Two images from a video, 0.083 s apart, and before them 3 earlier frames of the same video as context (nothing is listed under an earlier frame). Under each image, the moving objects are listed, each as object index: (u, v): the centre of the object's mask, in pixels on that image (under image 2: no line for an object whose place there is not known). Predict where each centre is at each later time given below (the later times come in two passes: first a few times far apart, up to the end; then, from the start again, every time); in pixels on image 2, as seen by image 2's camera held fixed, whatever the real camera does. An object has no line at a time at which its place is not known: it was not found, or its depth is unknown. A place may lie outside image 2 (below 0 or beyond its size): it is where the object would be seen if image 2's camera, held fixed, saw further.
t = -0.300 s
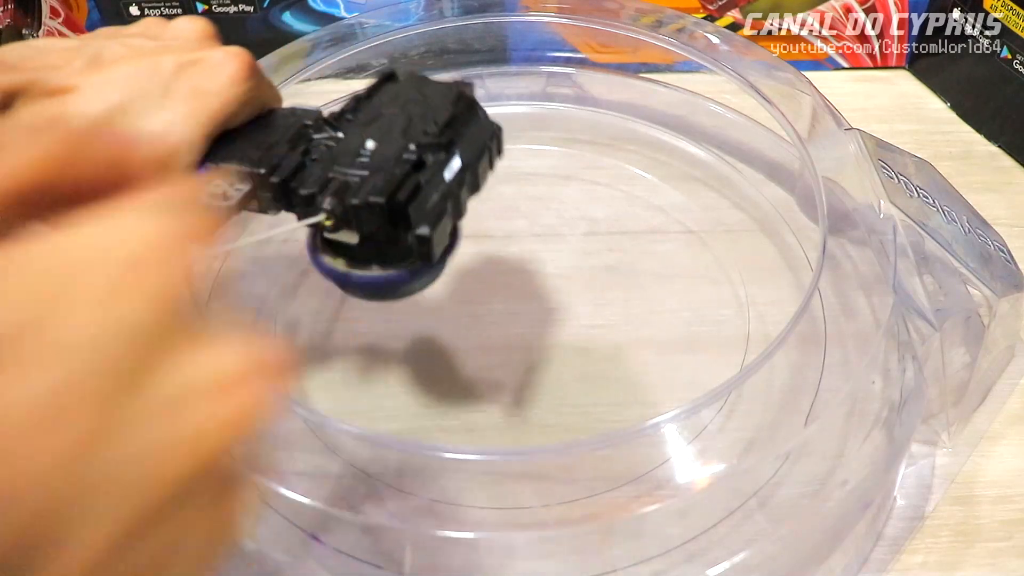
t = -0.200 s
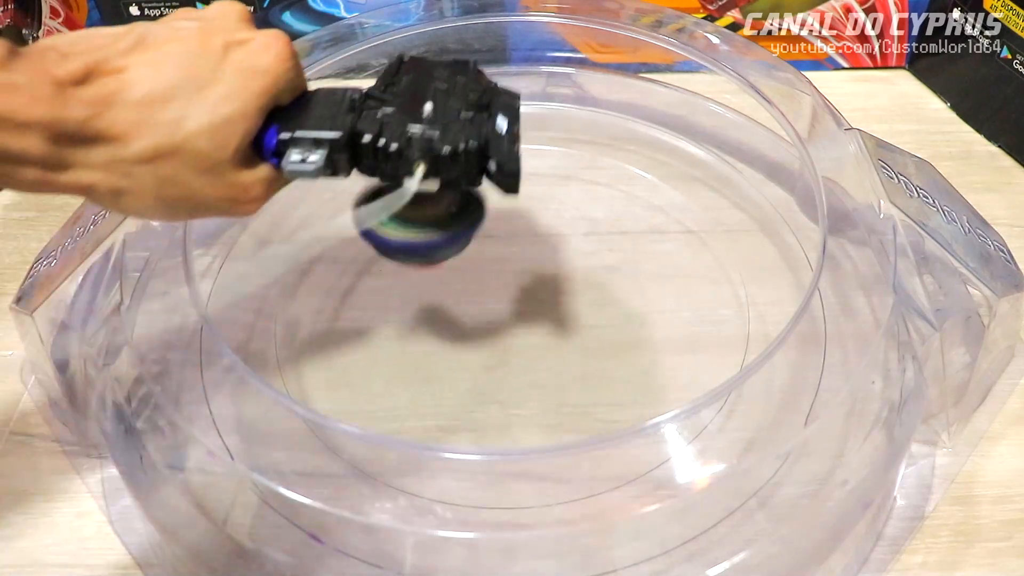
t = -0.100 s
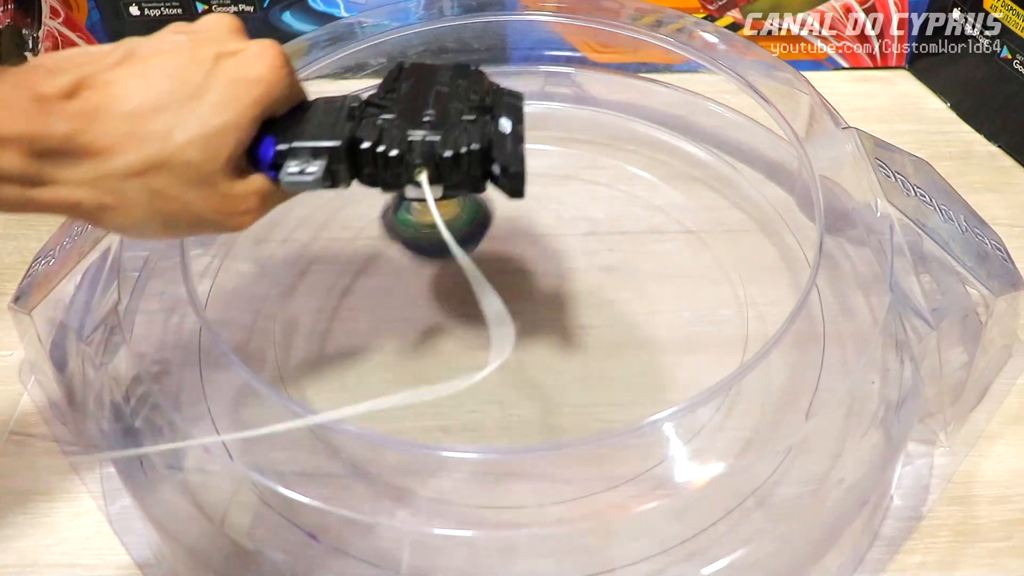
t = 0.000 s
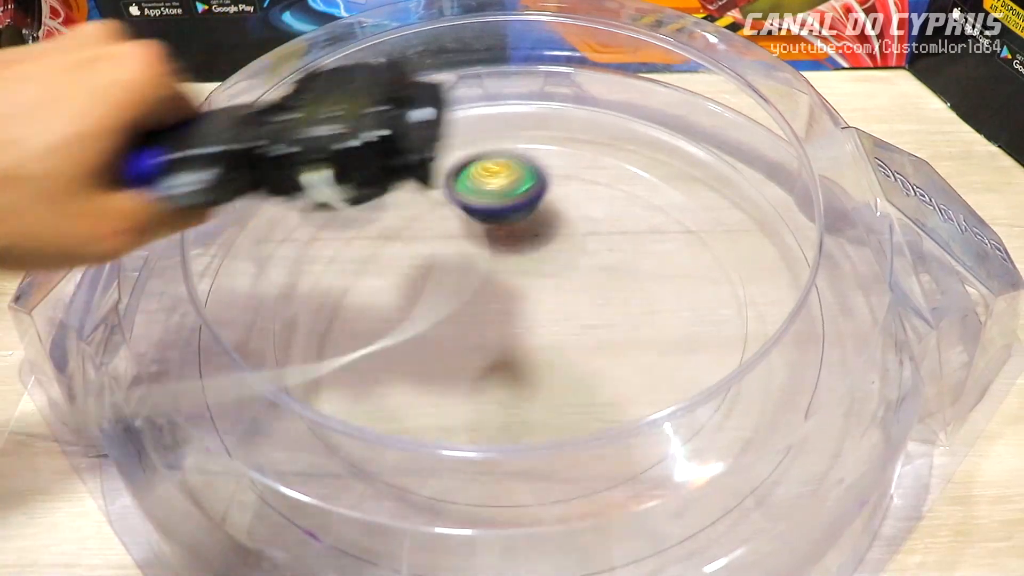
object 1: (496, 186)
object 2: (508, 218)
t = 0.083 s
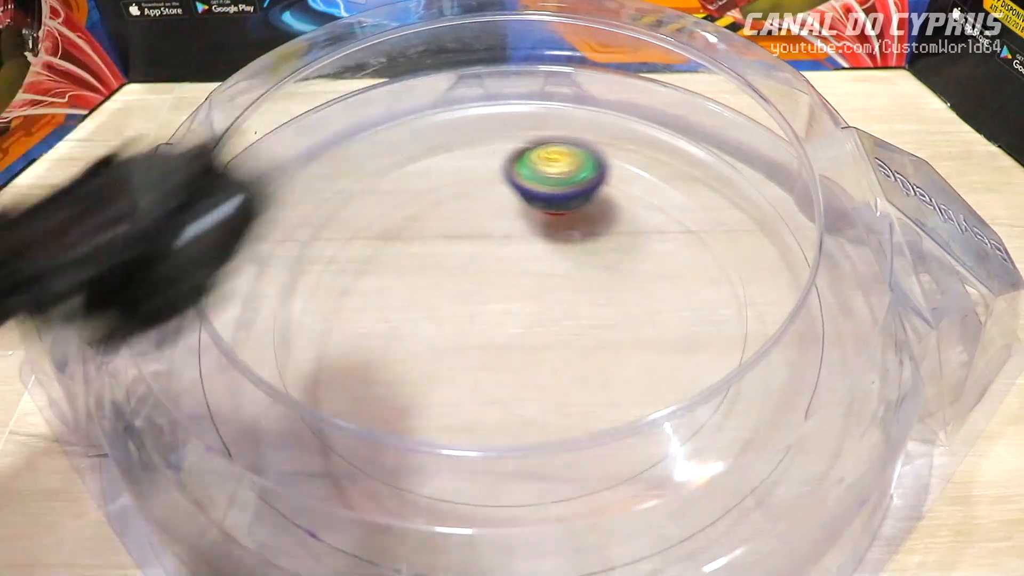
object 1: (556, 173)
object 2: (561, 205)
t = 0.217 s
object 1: (668, 208)
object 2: (669, 241)
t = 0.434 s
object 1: (797, 396)
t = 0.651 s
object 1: (680, 480)
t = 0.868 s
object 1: (608, 490)
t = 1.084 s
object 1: (554, 450)
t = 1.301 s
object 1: (480, 321)
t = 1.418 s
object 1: (480, 246)
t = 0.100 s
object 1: (569, 174)
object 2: (572, 206)
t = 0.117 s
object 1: (583, 175)
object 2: (585, 208)
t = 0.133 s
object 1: (596, 178)
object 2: (592, 212)
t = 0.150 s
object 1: (610, 181)
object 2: (611, 215)
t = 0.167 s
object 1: (624, 186)
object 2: (620, 220)
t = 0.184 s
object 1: (639, 191)
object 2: (635, 225)
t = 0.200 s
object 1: (654, 198)
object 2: (648, 233)
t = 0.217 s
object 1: (668, 208)
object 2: (669, 241)
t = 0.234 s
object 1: (683, 216)
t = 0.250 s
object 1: (697, 227)
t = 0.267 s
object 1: (711, 238)
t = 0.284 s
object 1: (724, 250)
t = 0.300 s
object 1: (738, 265)
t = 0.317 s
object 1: (747, 280)
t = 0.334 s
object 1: (756, 297)
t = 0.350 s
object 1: (766, 316)
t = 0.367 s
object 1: (775, 333)
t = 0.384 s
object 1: (784, 351)
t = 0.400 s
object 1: (790, 367)
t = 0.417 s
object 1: (798, 384)
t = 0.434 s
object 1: (797, 396)
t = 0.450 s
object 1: (785, 405)
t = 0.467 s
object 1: (773, 416)
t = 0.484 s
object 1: (764, 422)
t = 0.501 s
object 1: (751, 432)
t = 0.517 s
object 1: (742, 439)
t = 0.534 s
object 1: (732, 445)
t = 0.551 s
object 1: (725, 451)
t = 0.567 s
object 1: (717, 458)
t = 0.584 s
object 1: (709, 463)
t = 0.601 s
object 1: (701, 468)
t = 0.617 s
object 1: (693, 473)
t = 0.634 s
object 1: (686, 477)
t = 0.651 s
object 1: (680, 480)
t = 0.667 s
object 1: (673, 483)
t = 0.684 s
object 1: (667, 486)
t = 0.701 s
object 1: (660, 488)
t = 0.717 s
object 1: (655, 490)
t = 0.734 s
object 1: (649, 492)
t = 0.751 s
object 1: (643, 493)
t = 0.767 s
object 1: (638, 493)
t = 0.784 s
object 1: (632, 495)
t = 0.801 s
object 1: (624, 497)
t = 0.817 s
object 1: (621, 496)
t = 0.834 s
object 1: (616, 492)
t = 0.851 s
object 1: (614, 496)
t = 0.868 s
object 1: (608, 490)
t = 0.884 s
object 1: (606, 494)
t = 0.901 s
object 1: (600, 486)
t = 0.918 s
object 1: (596, 484)
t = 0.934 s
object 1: (592, 482)
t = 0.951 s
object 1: (588, 480)
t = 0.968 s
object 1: (584, 477)
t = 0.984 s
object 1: (580, 473)
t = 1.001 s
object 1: (577, 470)
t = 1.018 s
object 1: (574, 467)
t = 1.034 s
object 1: (571, 464)
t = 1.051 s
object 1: (566, 463)
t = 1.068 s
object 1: (560, 457)
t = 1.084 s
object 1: (554, 450)
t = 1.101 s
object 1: (547, 440)
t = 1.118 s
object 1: (540, 431)
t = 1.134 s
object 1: (533, 422)
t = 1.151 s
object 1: (526, 405)
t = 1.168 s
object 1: (520, 401)
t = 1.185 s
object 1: (515, 395)
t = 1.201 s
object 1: (509, 387)
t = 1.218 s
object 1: (503, 376)
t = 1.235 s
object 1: (498, 365)
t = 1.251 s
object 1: (492, 355)
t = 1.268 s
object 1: (487, 344)
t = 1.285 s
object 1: (483, 332)
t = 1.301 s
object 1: (480, 321)
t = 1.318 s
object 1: (477, 310)
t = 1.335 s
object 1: (476, 299)
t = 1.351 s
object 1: (475, 287)
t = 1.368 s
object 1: (475, 275)
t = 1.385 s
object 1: (476, 266)
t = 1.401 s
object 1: (478, 255)
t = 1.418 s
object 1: (480, 246)
